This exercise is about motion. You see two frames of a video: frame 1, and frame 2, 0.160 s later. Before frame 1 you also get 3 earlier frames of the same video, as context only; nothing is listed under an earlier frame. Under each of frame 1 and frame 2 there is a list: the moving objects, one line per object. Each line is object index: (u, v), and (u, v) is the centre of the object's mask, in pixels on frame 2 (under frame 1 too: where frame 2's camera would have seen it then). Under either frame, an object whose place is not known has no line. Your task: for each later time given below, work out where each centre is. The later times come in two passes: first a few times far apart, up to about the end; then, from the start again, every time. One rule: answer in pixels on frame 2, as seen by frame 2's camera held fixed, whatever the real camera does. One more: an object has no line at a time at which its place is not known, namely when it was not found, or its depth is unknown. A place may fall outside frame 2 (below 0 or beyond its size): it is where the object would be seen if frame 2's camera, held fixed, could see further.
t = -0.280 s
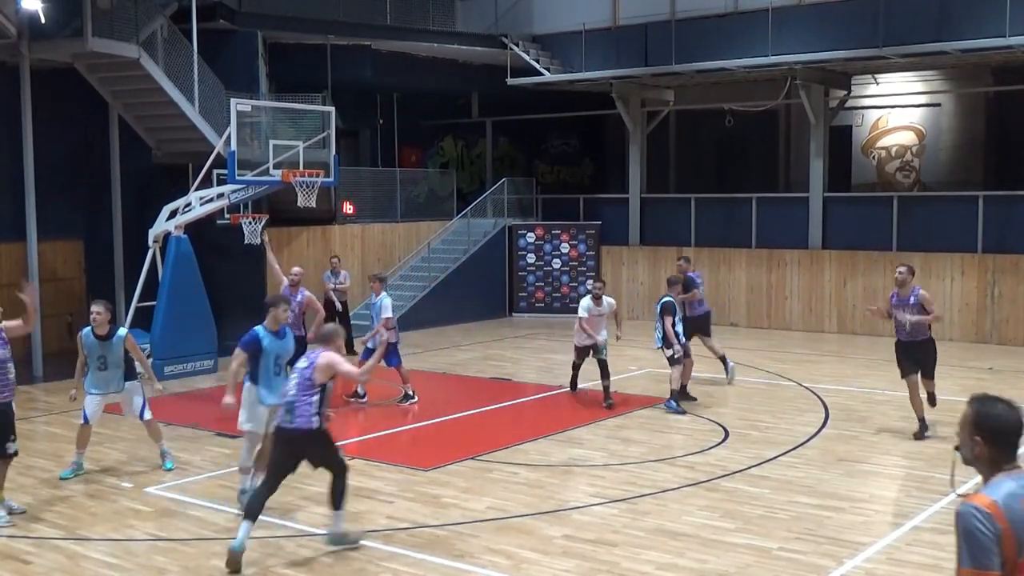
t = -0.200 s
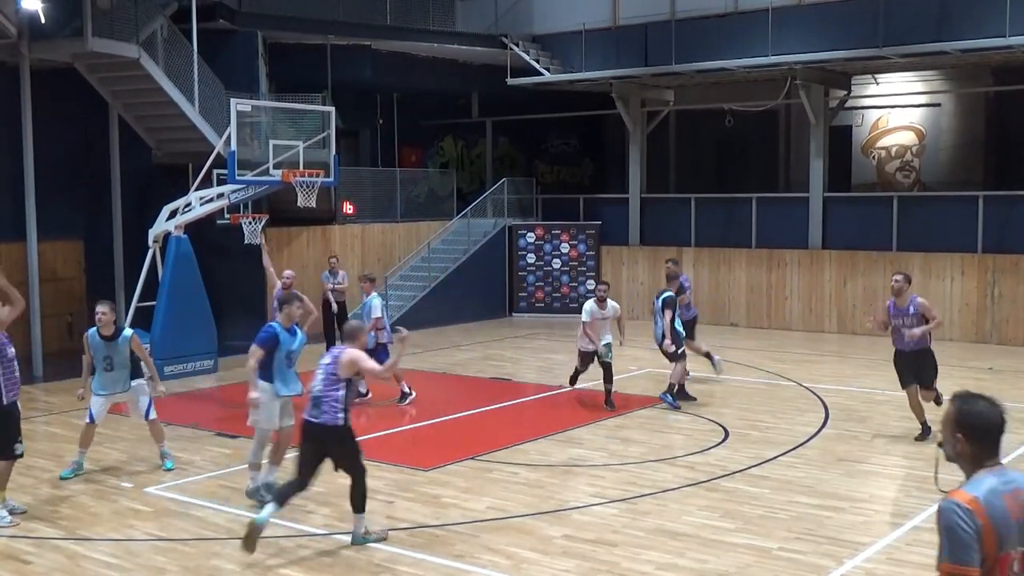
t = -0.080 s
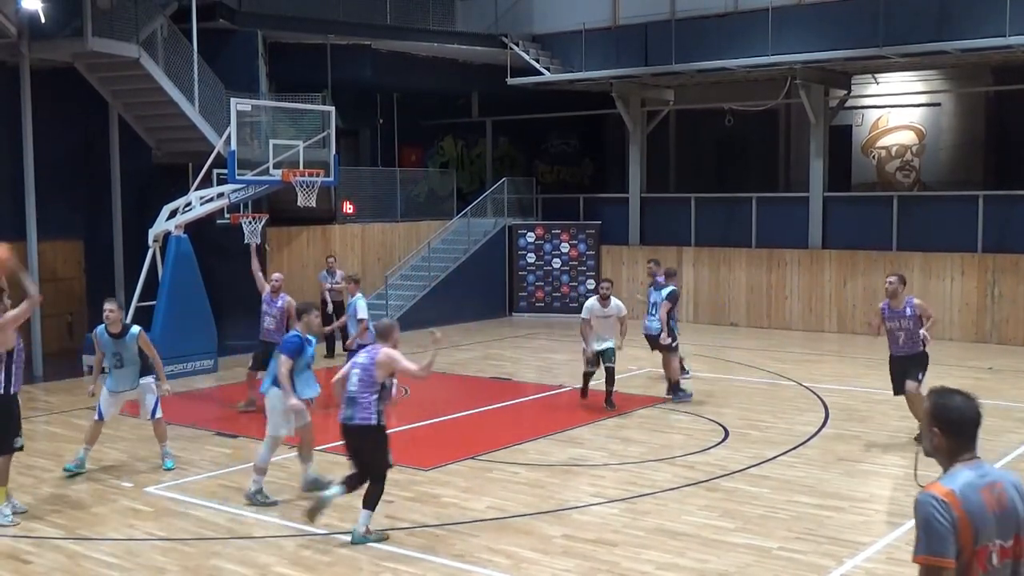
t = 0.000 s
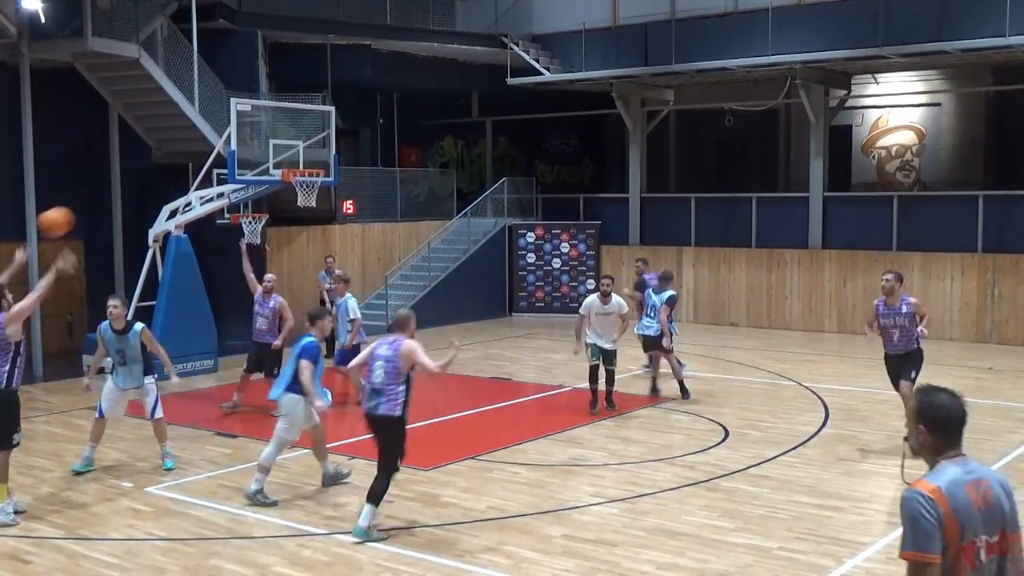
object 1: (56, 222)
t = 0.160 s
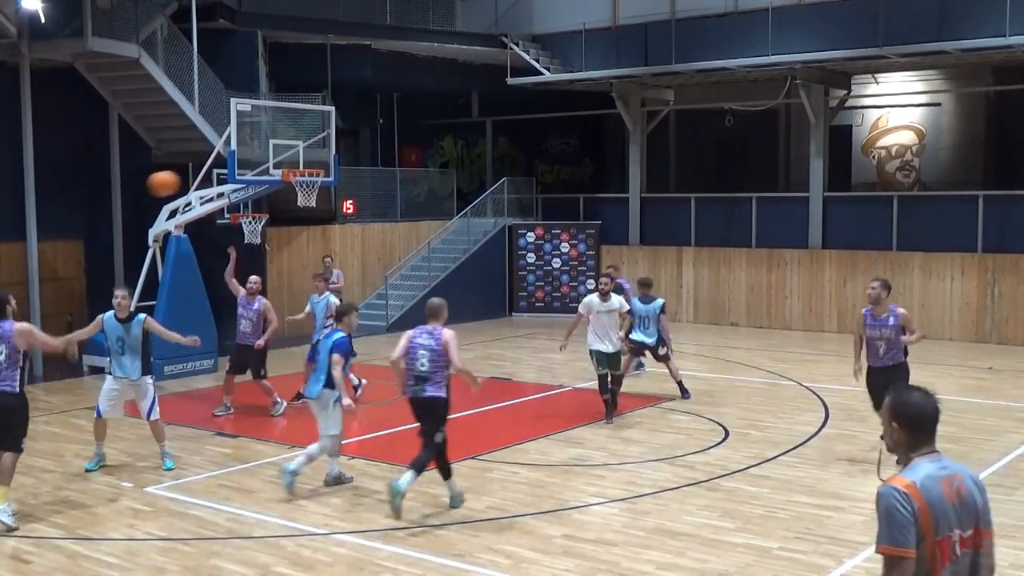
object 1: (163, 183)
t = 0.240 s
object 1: (209, 176)
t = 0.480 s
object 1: (327, 191)
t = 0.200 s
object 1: (185, 178)
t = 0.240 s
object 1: (209, 176)
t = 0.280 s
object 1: (232, 174)
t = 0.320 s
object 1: (252, 175)
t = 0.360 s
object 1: (272, 177)
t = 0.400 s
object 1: (290, 180)
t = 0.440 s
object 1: (309, 184)
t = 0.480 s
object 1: (327, 191)
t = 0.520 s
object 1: (341, 196)
